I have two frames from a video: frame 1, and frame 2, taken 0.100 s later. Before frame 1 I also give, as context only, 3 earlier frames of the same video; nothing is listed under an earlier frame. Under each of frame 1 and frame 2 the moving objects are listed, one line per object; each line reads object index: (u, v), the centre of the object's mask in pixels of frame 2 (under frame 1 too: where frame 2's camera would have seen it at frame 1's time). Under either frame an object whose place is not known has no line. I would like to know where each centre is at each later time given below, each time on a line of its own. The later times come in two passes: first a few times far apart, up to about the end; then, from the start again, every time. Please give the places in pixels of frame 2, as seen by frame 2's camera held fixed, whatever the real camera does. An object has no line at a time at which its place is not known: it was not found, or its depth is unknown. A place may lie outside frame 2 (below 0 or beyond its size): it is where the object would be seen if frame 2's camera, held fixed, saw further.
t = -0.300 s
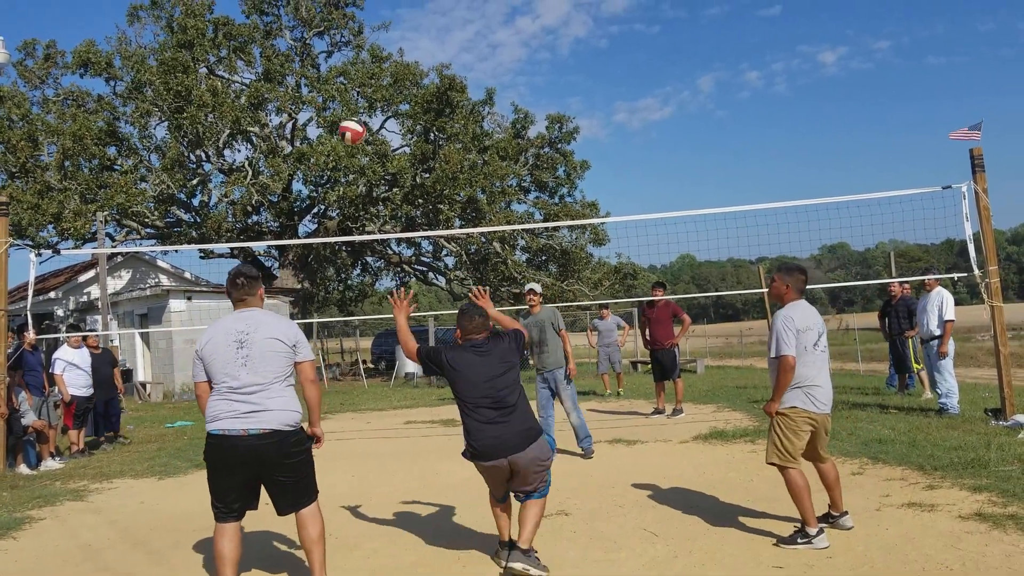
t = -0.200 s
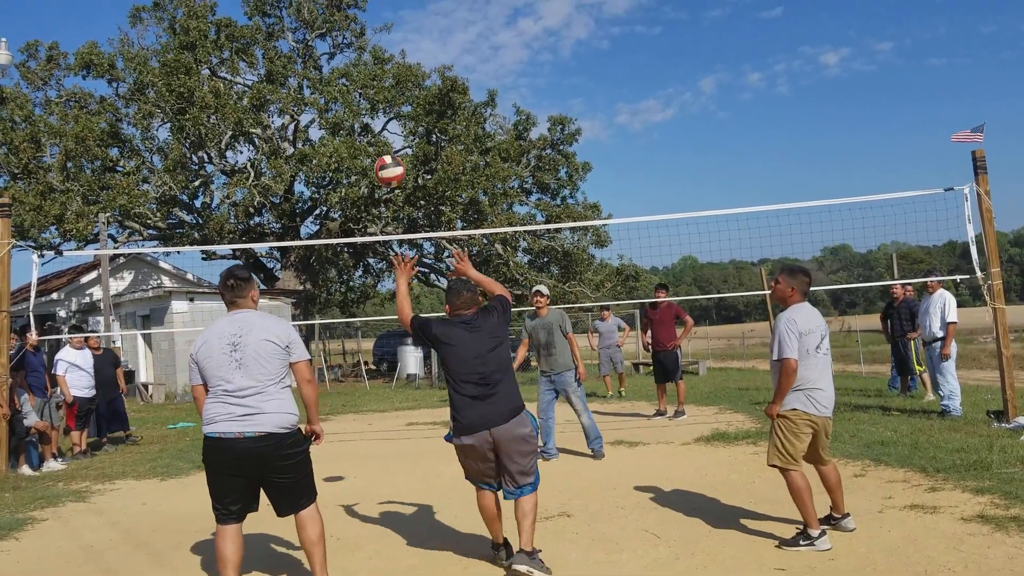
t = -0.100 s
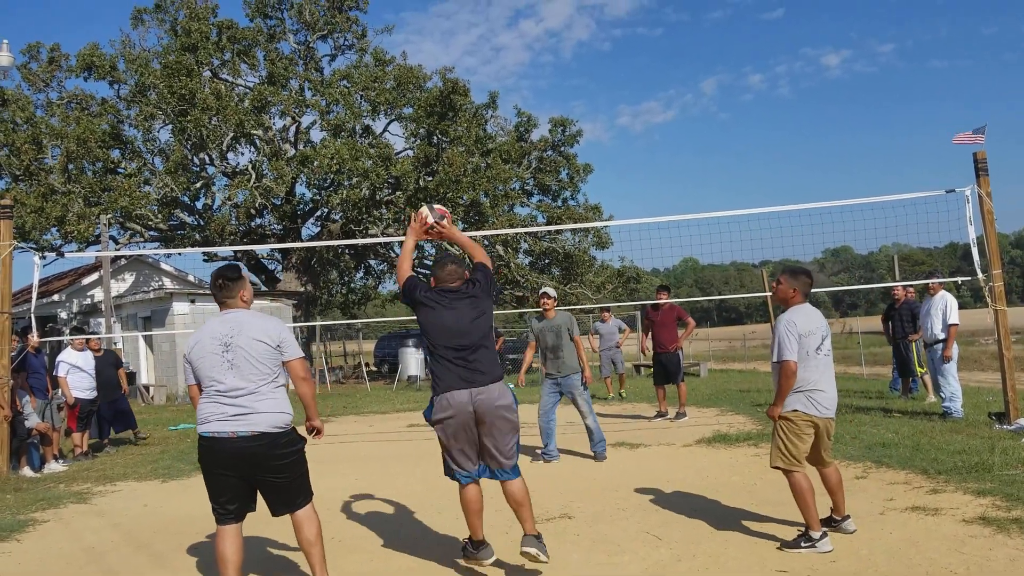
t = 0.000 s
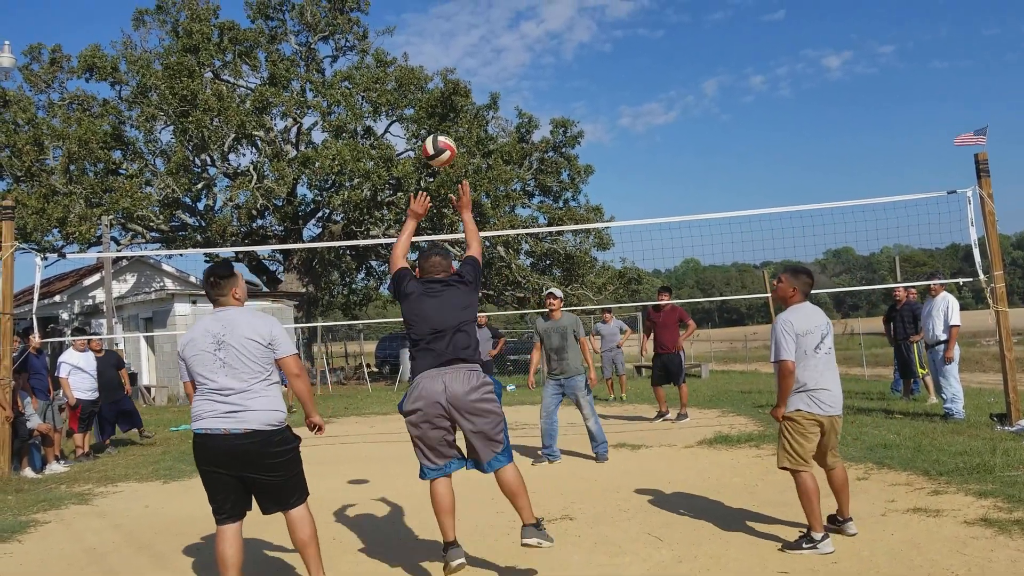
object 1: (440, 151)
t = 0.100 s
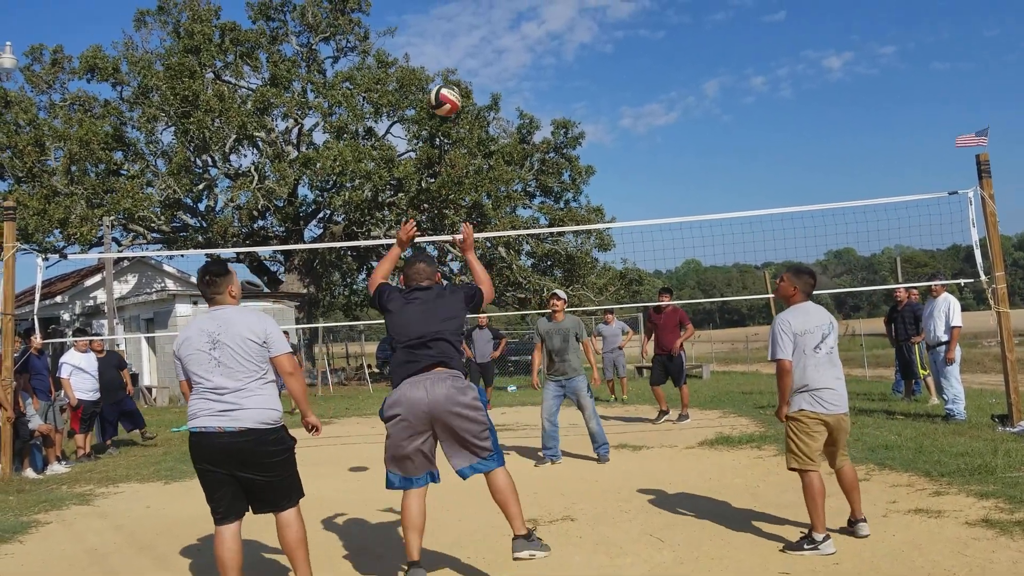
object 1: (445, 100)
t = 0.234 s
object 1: (452, 62)
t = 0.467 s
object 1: (464, 60)
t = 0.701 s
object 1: (478, 122)
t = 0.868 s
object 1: (487, 196)
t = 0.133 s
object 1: (446, 87)
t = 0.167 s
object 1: (448, 77)
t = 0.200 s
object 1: (450, 68)
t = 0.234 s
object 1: (452, 62)
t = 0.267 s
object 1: (453, 57)
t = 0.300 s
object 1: (455, 53)
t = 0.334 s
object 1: (456, 52)
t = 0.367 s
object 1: (459, 51)
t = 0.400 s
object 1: (460, 53)
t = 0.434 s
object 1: (462, 55)
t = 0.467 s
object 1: (464, 60)
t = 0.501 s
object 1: (466, 65)
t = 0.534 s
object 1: (468, 71)
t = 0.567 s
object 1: (470, 79)
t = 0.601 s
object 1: (473, 88)
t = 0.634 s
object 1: (474, 98)
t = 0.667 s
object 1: (476, 109)
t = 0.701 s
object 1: (478, 122)
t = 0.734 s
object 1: (480, 134)
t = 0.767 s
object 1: (482, 148)
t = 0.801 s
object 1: (484, 164)
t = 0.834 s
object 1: (485, 179)
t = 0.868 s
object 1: (487, 196)
